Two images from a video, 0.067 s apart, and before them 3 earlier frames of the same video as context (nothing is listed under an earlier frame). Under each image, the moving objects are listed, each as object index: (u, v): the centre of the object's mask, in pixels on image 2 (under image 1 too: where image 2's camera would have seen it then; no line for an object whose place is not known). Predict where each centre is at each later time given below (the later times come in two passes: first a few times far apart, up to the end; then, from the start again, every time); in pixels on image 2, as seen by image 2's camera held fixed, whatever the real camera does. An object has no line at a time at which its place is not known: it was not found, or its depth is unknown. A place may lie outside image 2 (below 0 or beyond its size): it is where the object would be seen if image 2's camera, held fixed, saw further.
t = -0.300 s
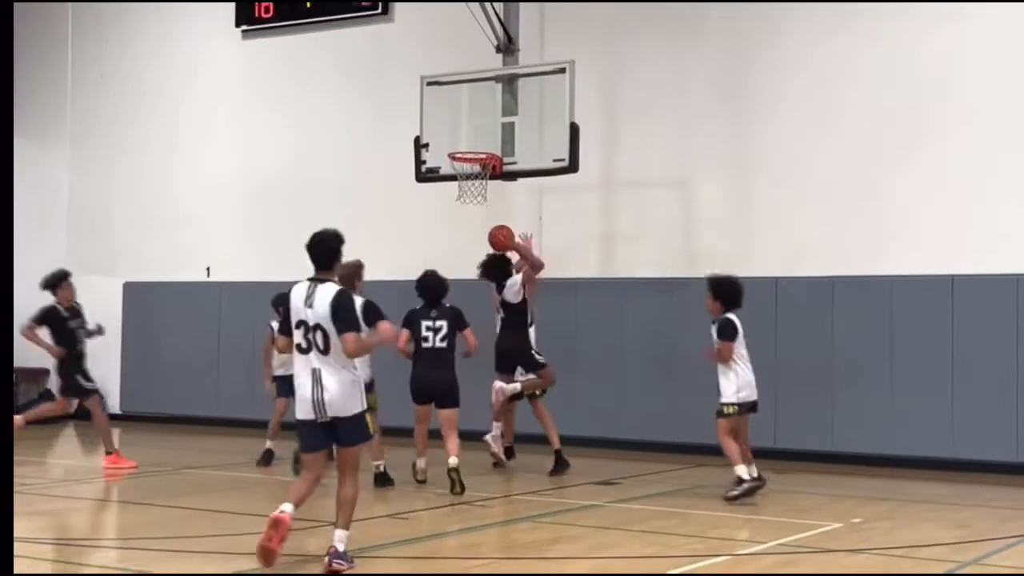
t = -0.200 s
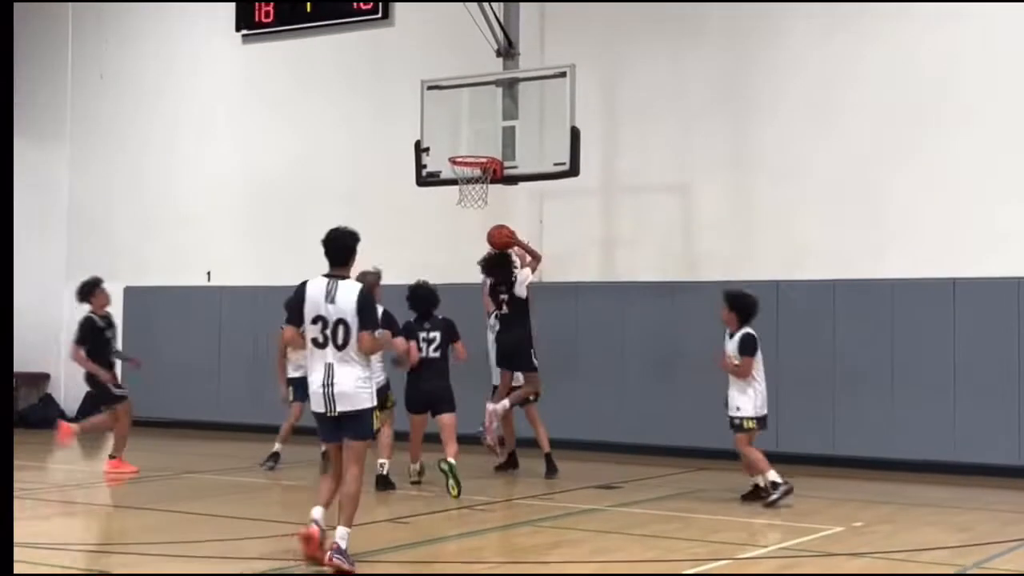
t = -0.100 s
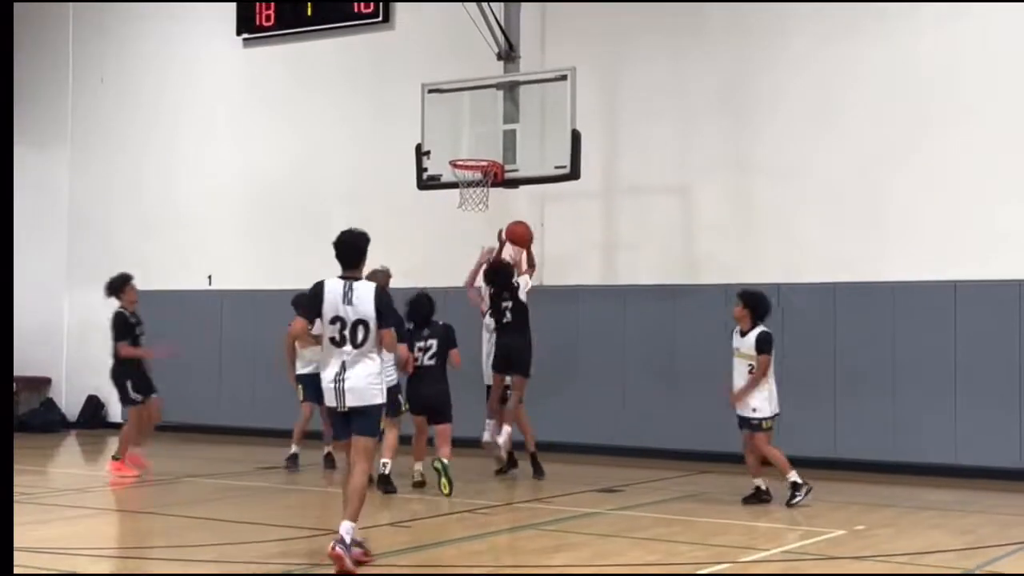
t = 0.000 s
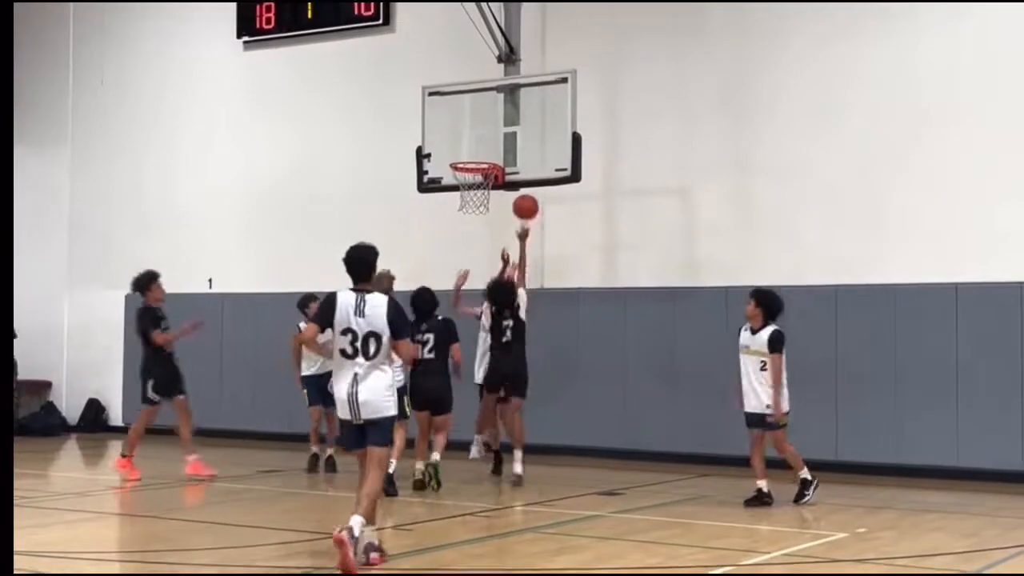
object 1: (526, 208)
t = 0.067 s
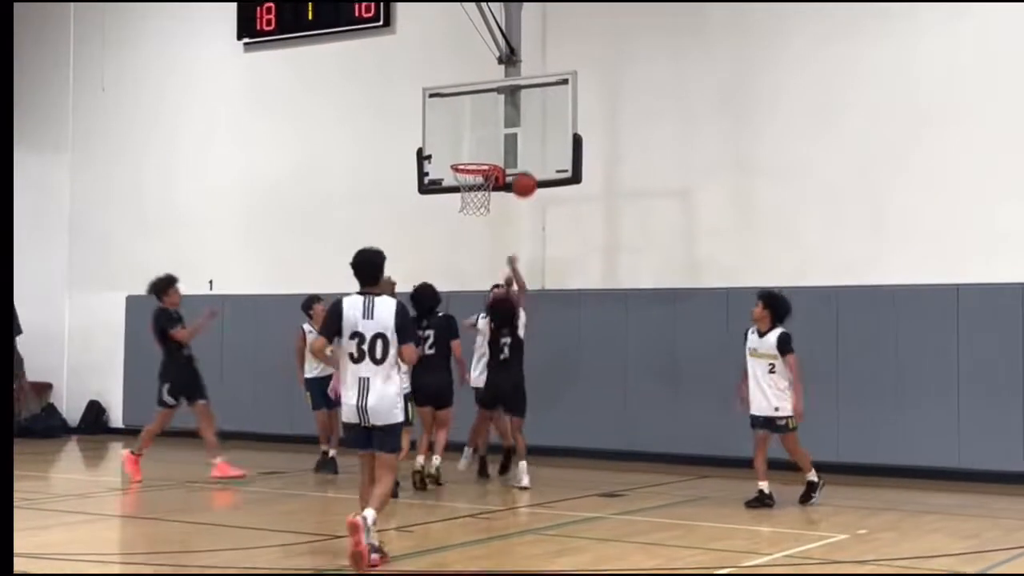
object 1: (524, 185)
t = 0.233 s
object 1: (518, 146)
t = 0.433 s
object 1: (509, 140)
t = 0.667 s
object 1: (482, 161)
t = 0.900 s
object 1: (460, 212)
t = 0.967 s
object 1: (457, 230)
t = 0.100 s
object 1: (522, 175)
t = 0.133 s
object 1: (521, 165)
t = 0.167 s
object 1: (520, 158)
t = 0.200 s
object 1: (519, 152)
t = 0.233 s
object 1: (518, 146)
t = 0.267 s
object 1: (516, 143)
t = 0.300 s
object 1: (514, 140)
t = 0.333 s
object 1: (513, 138)
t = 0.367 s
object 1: (512, 137)
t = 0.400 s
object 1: (511, 138)
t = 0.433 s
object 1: (509, 140)
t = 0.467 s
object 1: (508, 142)
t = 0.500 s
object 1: (507, 146)
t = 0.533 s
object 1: (504, 147)
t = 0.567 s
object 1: (498, 150)
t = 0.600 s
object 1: (492, 153)
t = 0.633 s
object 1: (488, 157)
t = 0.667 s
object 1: (482, 161)
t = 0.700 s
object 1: (478, 171)
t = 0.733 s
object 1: (474, 179)
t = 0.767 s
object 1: (469, 187)
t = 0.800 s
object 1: (466, 193)
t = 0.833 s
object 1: (464, 198)
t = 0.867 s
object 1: (462, 204)
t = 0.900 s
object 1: (460, 212)
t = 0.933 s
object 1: (458, 220)
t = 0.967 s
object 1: (457, 230)
